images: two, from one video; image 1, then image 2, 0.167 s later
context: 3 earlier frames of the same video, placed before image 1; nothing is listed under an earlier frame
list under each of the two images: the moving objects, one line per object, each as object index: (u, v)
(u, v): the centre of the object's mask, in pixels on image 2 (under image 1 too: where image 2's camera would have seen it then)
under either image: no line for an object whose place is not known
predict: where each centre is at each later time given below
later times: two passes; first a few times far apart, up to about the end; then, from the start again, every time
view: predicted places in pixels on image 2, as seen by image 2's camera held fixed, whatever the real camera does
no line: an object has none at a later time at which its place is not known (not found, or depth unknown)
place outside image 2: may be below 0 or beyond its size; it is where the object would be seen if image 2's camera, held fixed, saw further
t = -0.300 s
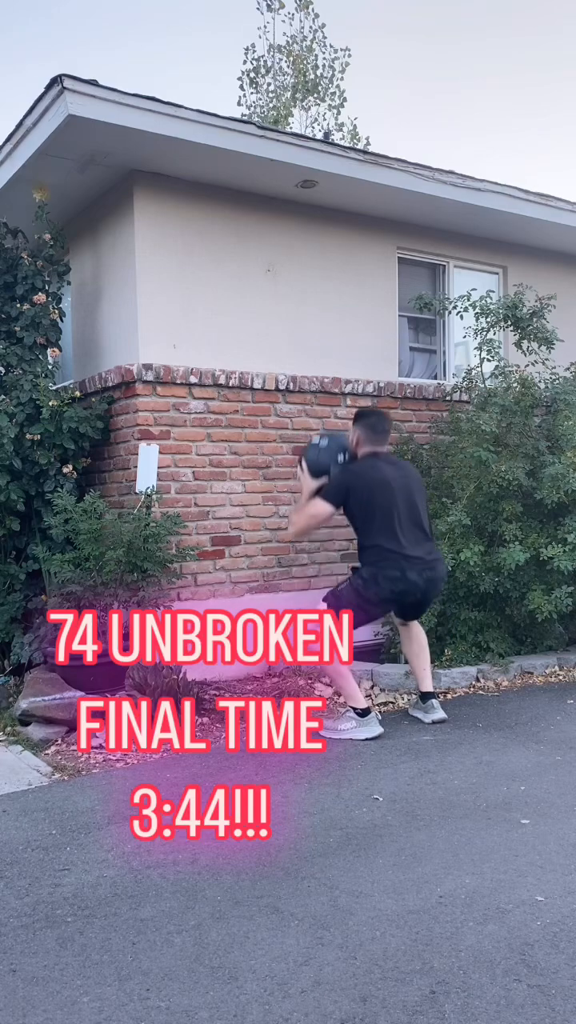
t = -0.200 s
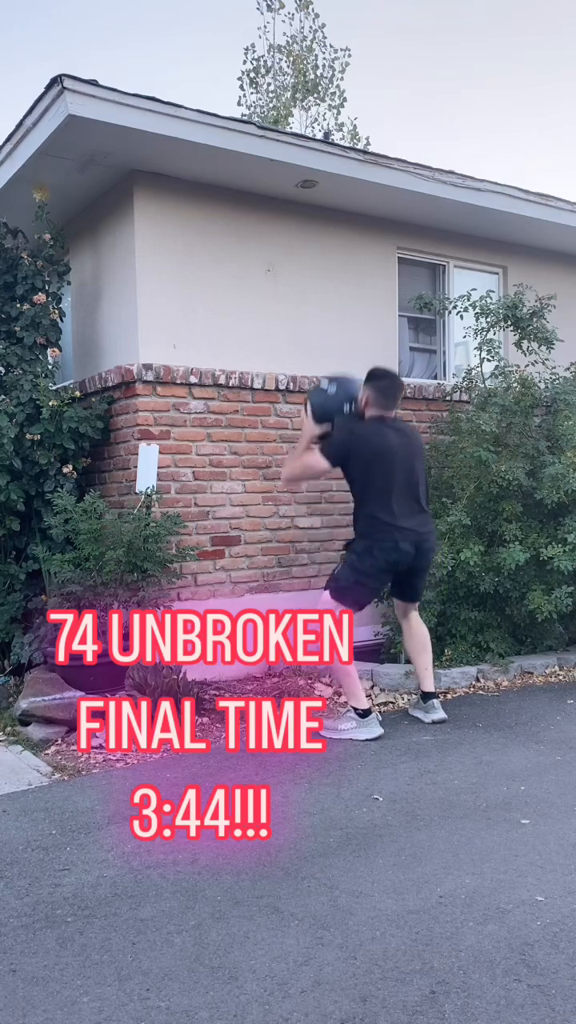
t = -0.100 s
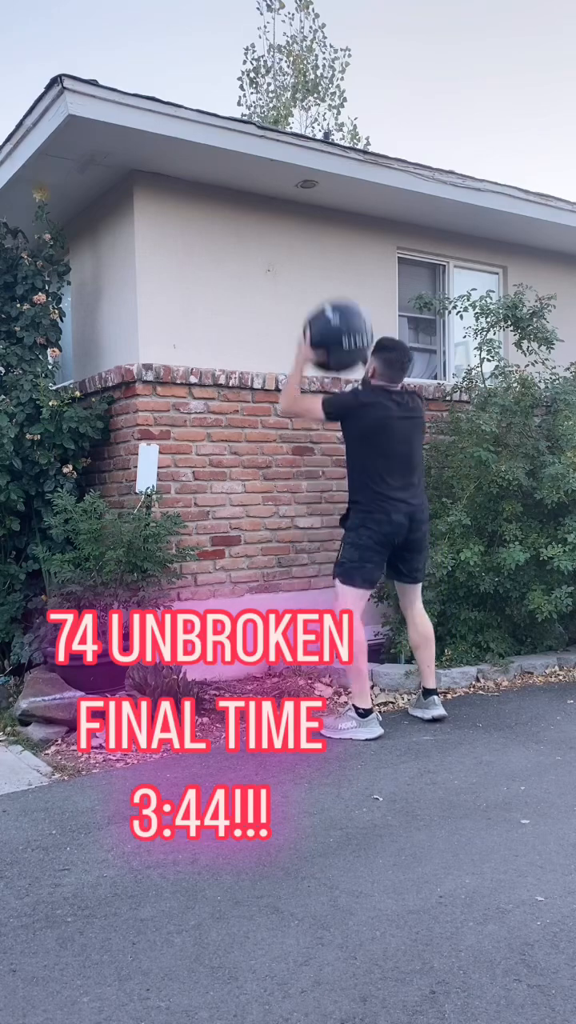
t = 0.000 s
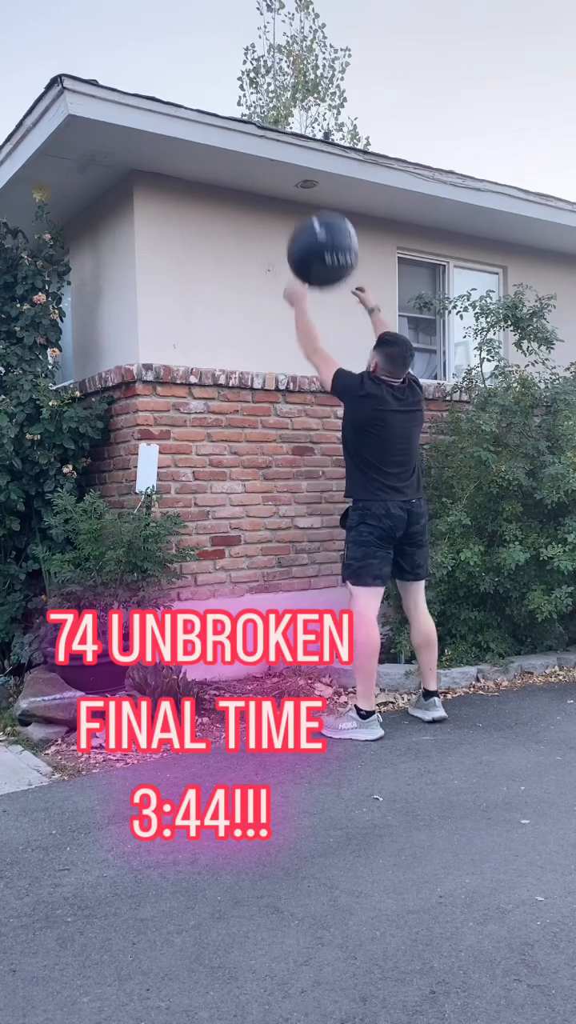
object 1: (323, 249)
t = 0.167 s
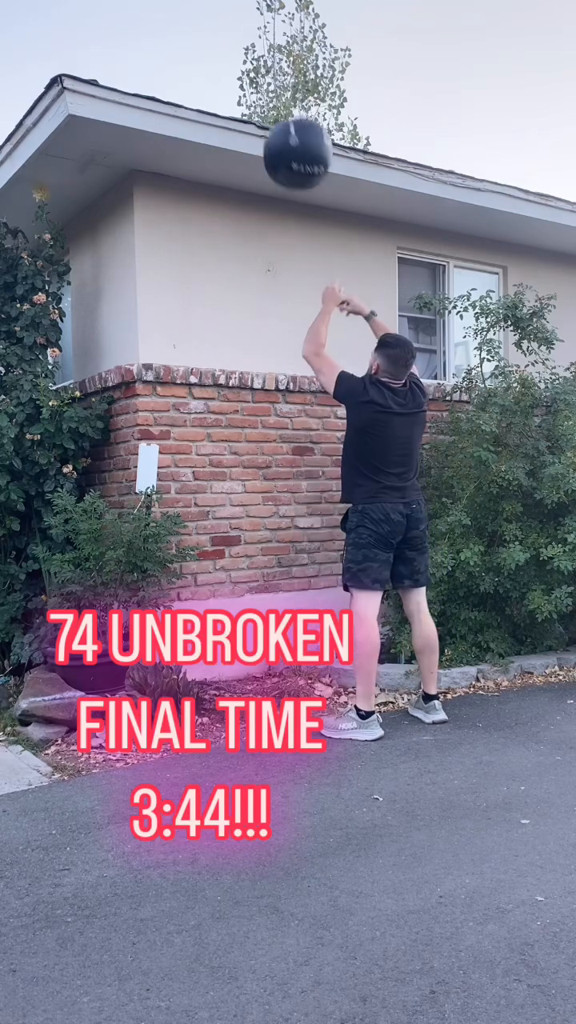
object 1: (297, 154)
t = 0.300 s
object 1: (280, 118)
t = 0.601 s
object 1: (292, 139)
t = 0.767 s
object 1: (309, 219)
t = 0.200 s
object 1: (293, 141)
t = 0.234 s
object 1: (288, 131)
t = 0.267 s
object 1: (284, 123)
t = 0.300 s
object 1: (280, 118)
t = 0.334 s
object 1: (276, 115)
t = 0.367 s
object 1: (273, 114)
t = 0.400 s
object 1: (275, 112)
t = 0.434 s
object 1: (277, 111)
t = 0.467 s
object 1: (280, 112)
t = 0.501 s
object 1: (283, 116)
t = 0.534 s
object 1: (286, 121)
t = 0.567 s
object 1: (289, 129)
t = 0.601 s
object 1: (292, 139)
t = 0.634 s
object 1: (295, 151)
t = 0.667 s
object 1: (298, 165)
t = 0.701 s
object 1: (302, 181)
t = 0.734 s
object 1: (306, 200)
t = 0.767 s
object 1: (309, 219)
